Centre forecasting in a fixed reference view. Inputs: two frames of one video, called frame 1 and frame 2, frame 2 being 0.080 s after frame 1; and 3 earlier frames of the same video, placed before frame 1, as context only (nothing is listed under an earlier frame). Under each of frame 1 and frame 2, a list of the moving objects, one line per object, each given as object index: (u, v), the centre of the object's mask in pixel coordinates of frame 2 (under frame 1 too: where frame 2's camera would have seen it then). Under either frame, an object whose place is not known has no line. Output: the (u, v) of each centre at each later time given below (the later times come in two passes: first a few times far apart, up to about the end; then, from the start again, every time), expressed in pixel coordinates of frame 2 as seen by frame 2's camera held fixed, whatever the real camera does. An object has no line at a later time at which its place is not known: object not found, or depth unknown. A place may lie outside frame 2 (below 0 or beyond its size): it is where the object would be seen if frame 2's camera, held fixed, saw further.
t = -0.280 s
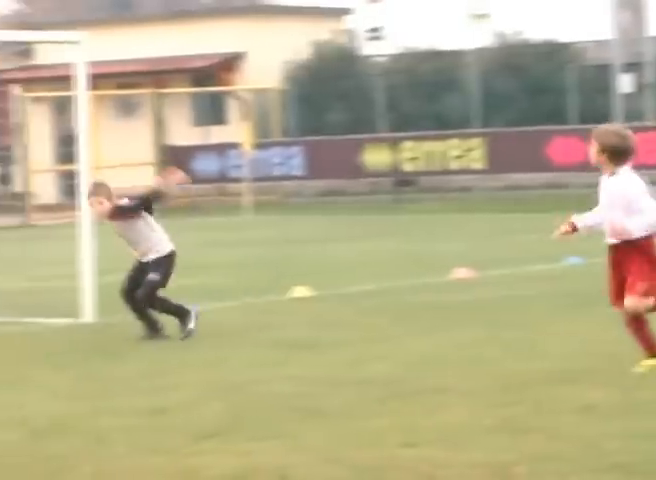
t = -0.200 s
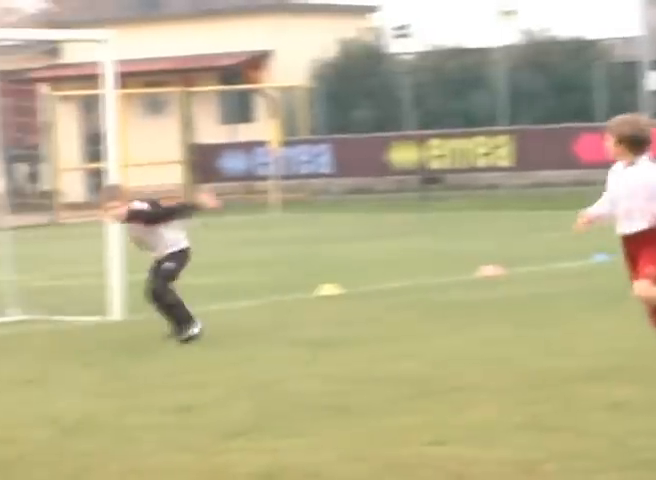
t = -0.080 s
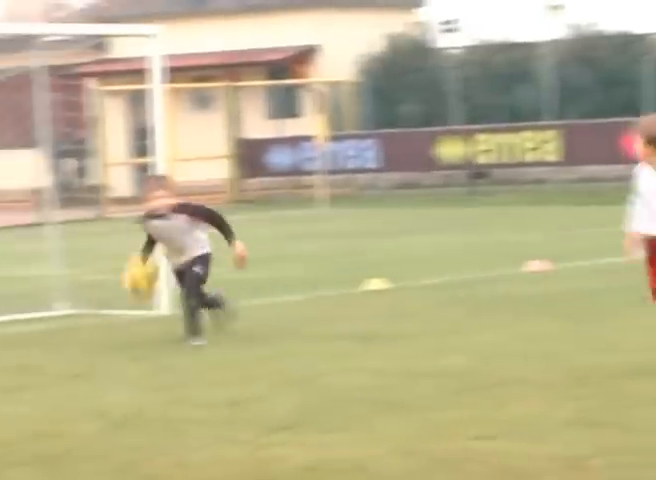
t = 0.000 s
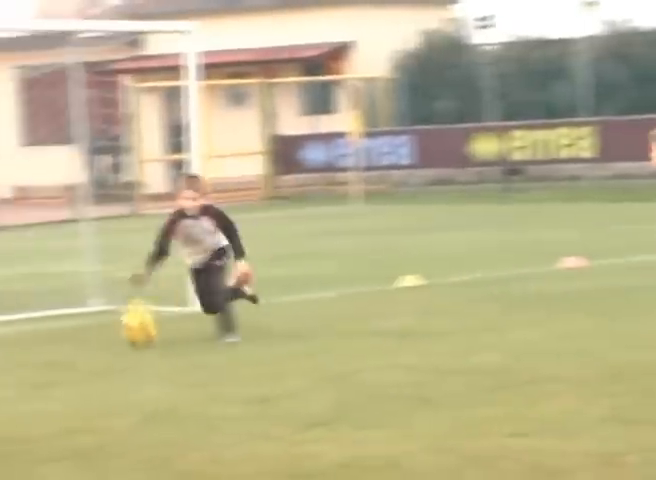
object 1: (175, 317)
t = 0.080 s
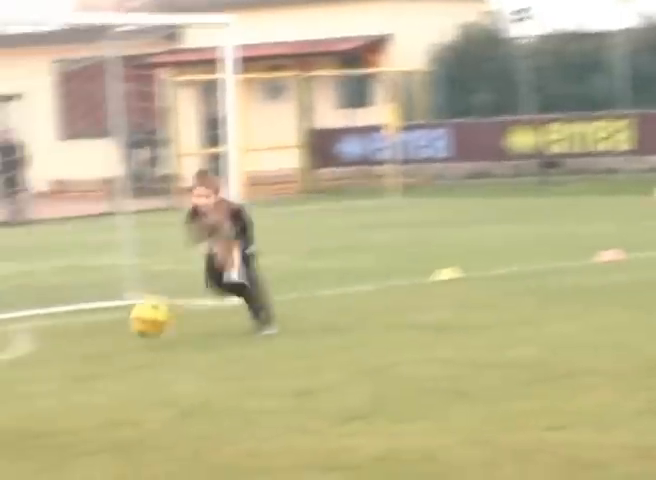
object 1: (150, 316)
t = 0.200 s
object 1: (110, 308)
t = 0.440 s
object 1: (28, 370)
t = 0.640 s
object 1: (-29, 371)
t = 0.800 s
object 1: (-79, 399)
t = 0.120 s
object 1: (137, 309)
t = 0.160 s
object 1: (124, 307)
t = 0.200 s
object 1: (110, 308)
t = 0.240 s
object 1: (97, 311)
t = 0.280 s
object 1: (83, 318)
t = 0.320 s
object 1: (69, 328)
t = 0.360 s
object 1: (54, 341)
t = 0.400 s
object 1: (41, 358)
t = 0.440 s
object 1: (28, 370)
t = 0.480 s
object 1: (17, 364)
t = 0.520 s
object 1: (6, 361)
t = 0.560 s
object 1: (-7, 360)
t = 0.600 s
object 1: (-17, 365)
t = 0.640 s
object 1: (-29, 371)
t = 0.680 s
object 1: (-41, 381)
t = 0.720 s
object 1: (-52, 396)
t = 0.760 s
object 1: (-65, 400)
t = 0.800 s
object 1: (-79, 399)
